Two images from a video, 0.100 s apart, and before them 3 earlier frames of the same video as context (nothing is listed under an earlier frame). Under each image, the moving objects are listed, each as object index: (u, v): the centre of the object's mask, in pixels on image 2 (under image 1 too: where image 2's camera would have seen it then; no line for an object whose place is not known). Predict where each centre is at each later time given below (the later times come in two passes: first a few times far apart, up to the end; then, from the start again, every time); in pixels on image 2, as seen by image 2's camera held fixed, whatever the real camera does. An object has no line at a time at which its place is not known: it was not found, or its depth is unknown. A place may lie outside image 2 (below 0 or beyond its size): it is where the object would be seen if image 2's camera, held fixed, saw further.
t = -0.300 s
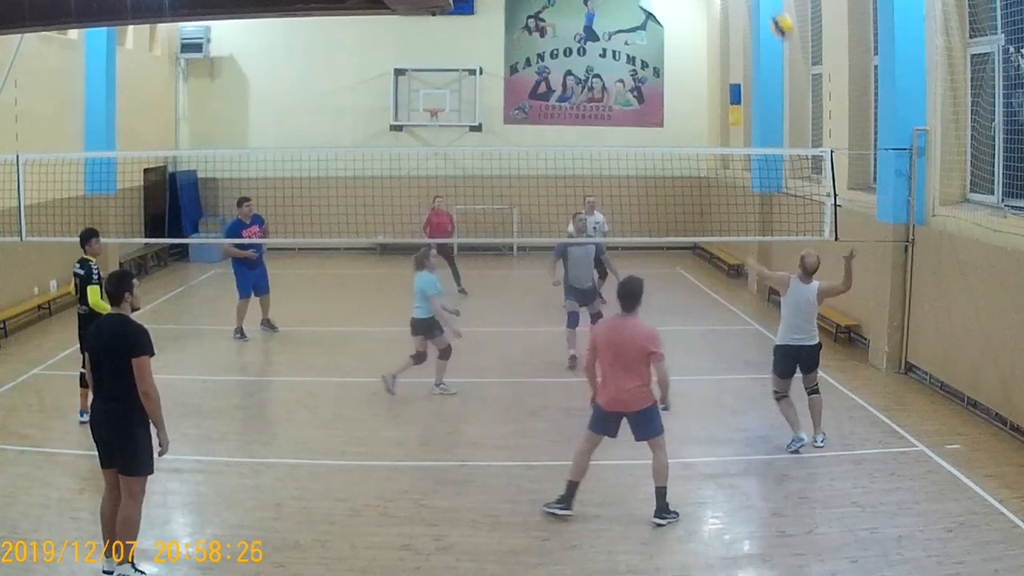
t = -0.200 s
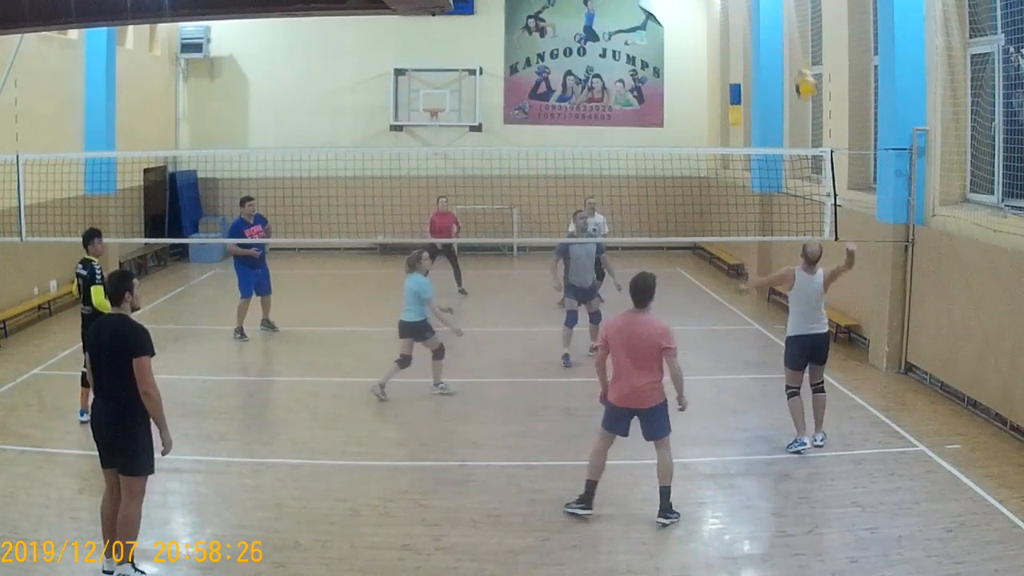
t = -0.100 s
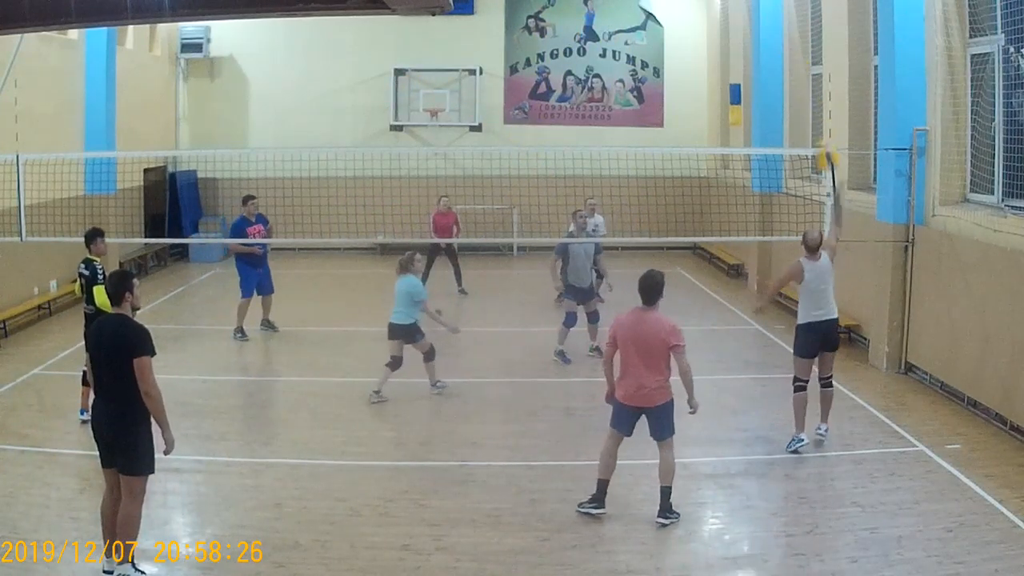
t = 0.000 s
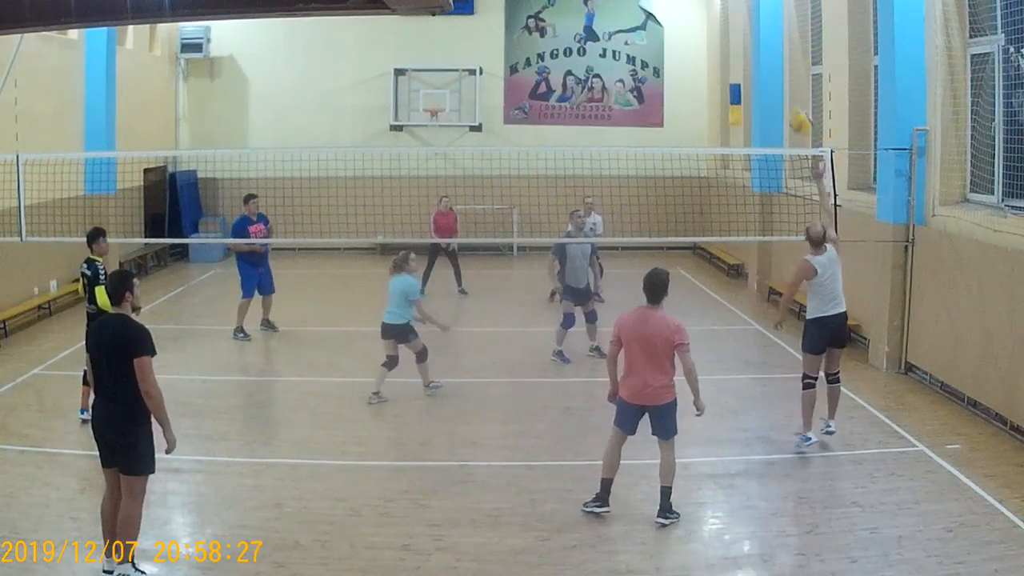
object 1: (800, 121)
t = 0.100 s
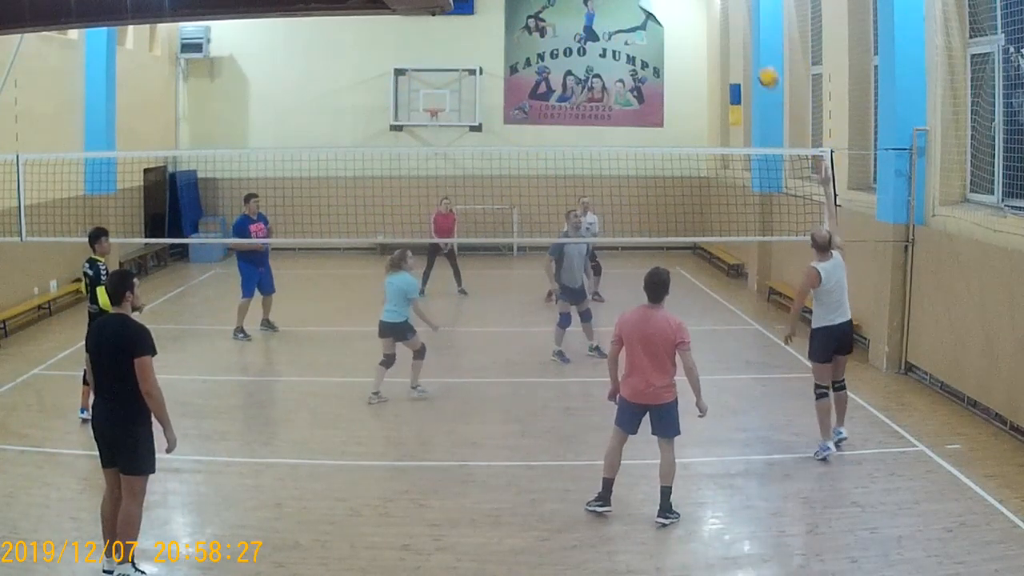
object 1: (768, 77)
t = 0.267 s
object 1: (725, 39)
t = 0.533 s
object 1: (673, 42)
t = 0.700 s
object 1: (647, 71)
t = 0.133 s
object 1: (760, 67)
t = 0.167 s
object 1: (751, 58)
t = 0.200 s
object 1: (741, 50)
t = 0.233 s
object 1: (733, 45)
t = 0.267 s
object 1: (725, 39)
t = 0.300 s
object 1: (717, 35)
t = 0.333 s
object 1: (710, 34)
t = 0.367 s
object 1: (703, 33)
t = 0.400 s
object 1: (696, 33)
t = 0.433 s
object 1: (690, 34)
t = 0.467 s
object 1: (684, 35)
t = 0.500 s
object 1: (678, 38)
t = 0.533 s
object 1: (673, 42)
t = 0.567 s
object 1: (667, 46)
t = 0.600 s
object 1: (662, 51)
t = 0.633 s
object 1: (658, 57)
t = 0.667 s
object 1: (653, 63)
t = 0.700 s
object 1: (647, 71)
